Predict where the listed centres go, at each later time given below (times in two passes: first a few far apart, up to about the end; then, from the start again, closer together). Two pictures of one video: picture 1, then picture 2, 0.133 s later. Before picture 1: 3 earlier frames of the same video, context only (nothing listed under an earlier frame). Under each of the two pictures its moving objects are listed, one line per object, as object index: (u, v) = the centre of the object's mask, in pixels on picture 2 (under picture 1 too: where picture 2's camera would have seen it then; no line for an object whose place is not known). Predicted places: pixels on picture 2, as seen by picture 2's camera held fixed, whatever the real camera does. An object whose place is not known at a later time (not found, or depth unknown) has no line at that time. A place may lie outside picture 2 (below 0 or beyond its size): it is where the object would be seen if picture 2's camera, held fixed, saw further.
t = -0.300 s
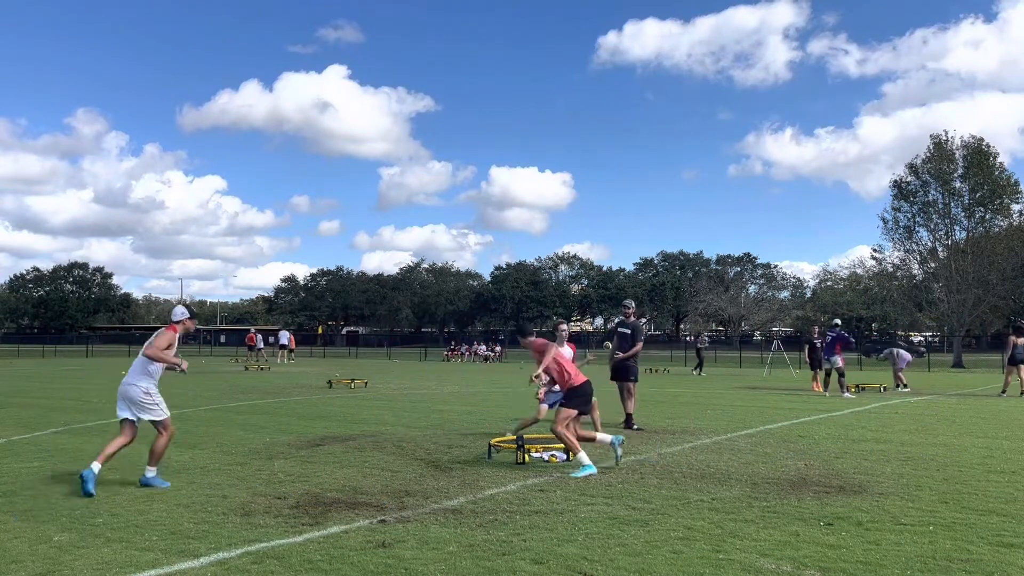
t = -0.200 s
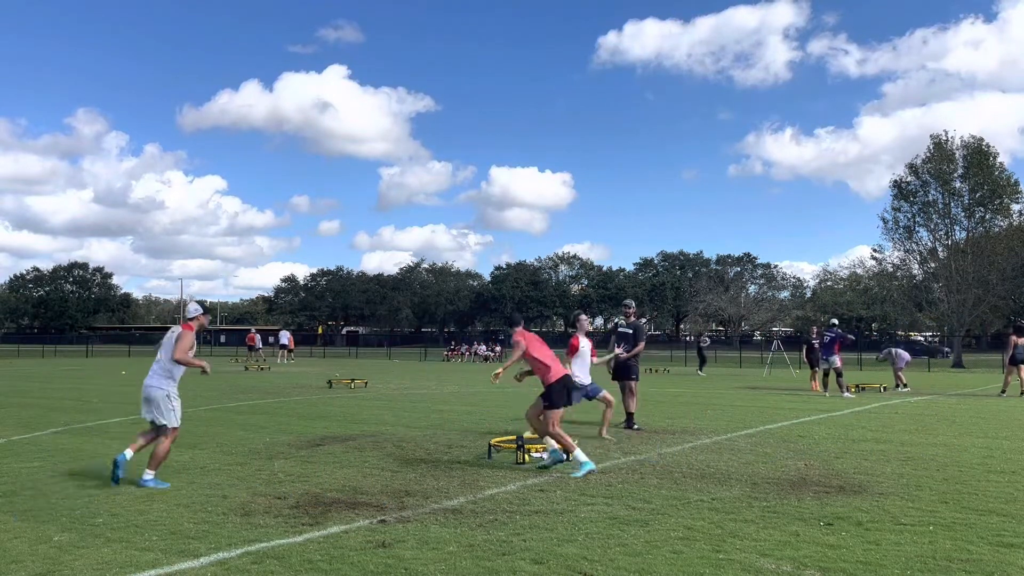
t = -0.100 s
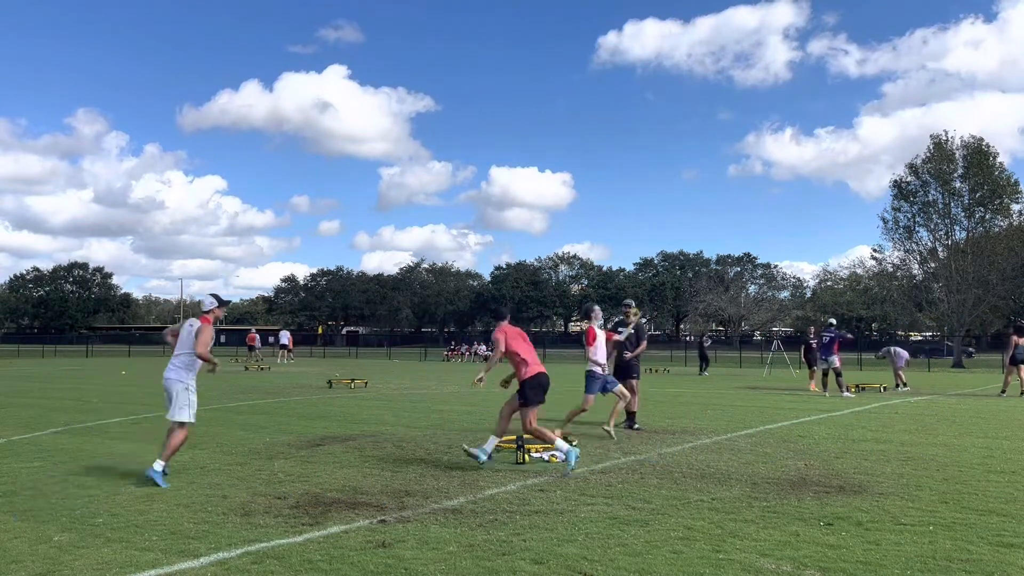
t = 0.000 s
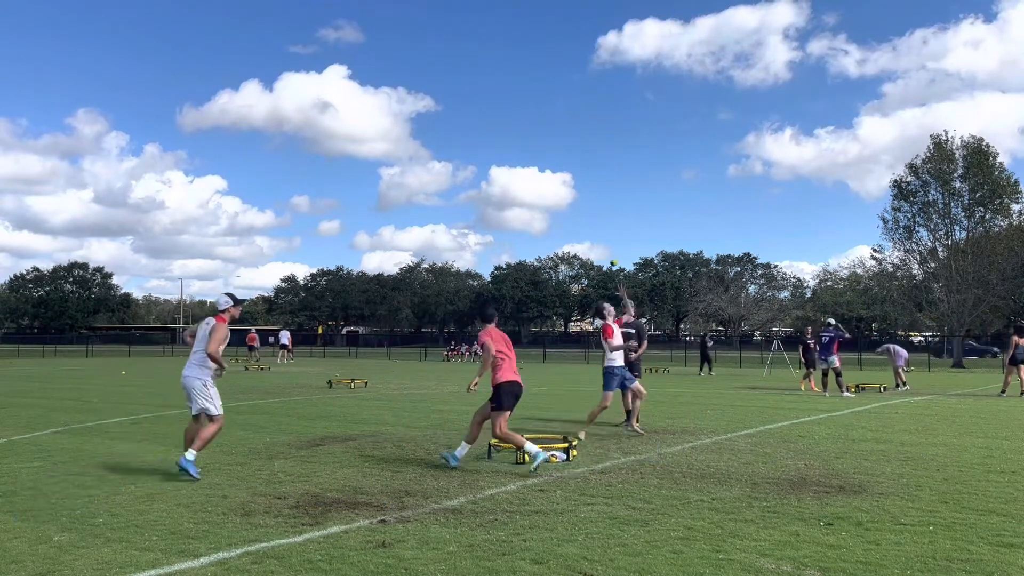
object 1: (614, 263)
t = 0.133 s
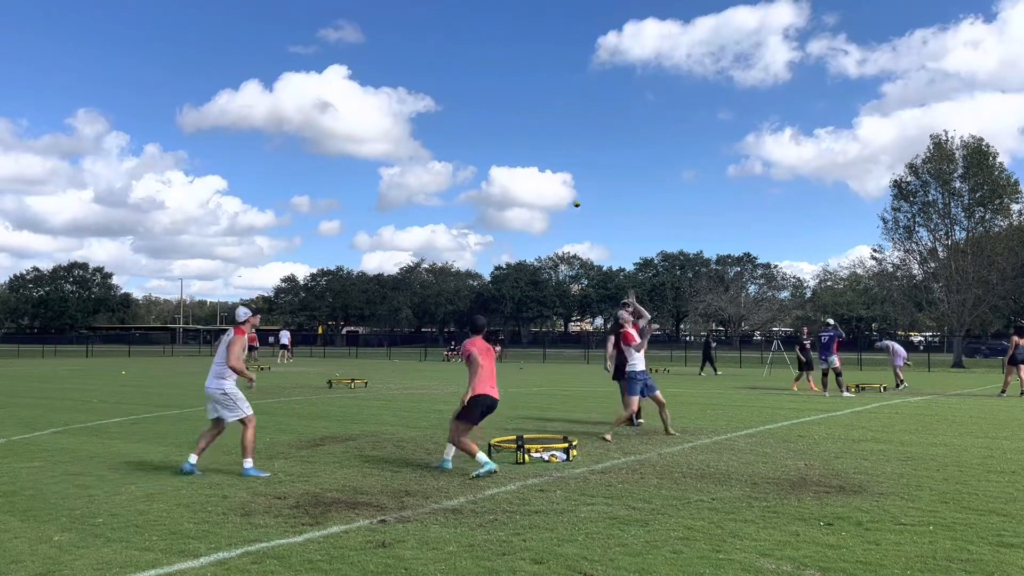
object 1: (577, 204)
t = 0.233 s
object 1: (549, 168)
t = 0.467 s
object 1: (482, 113)
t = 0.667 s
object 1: (422, 99)
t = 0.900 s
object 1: (348, 129)
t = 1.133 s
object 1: (269, 208)
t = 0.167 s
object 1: (567, 191)
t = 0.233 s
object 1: (549, 168)
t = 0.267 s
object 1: (540, 158)
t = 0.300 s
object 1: (530, 148)
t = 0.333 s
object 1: (520, 140)
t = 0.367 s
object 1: (511, 132)
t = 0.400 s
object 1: (501, 124)
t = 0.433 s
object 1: (491, 119)
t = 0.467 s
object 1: (482, 113)
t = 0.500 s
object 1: (473, 108)
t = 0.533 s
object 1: (462, 105)
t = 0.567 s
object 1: (452, 102)
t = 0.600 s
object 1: (443, 100)
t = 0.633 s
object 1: (432, 100)
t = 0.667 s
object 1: (422, 99)
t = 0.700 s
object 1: (412, 101)
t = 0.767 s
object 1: (391, 106)
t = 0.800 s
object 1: (381, 110)
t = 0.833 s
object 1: (370, 115)
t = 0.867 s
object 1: (359, 121)
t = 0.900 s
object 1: (348, 129)
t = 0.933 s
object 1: (338, 137)
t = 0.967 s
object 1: (327, 146)
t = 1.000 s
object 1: (315, 156)
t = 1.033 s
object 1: (304, 167)
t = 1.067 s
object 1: (293, 180)
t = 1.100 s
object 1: (281, 193)
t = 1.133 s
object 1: (269, 208)
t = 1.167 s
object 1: (257, 224)
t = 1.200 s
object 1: (246, 241)
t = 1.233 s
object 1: (233, 259)
